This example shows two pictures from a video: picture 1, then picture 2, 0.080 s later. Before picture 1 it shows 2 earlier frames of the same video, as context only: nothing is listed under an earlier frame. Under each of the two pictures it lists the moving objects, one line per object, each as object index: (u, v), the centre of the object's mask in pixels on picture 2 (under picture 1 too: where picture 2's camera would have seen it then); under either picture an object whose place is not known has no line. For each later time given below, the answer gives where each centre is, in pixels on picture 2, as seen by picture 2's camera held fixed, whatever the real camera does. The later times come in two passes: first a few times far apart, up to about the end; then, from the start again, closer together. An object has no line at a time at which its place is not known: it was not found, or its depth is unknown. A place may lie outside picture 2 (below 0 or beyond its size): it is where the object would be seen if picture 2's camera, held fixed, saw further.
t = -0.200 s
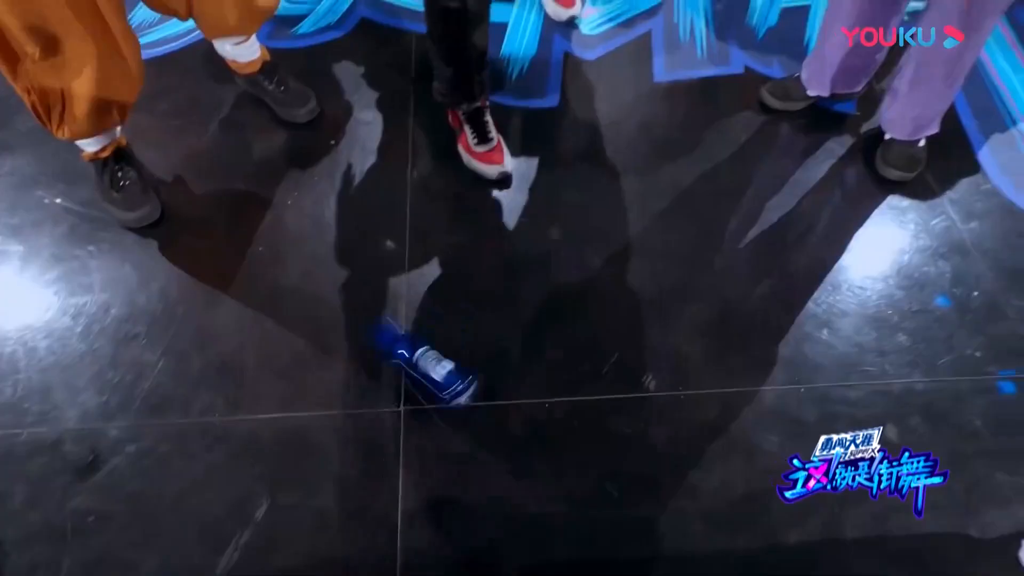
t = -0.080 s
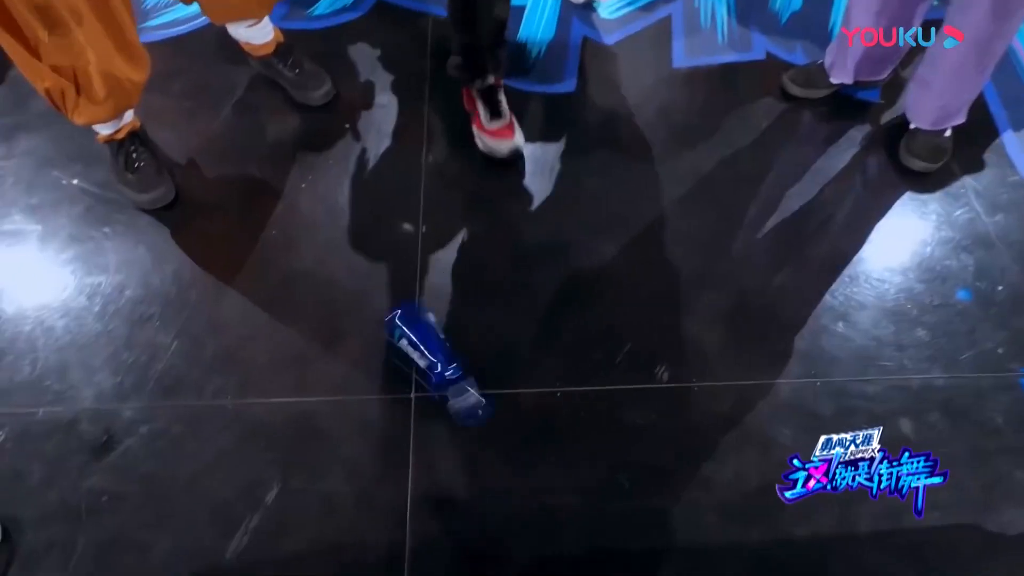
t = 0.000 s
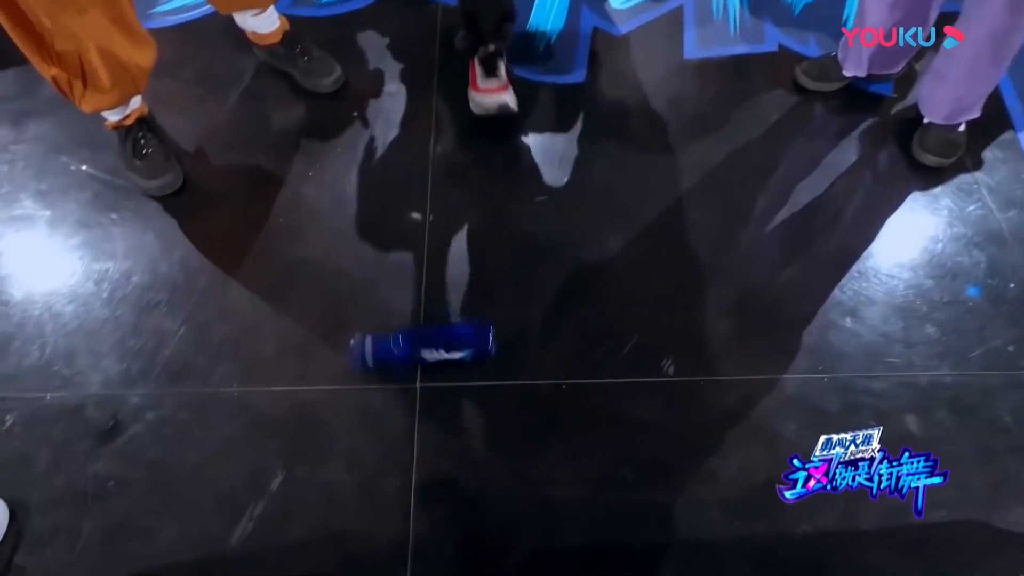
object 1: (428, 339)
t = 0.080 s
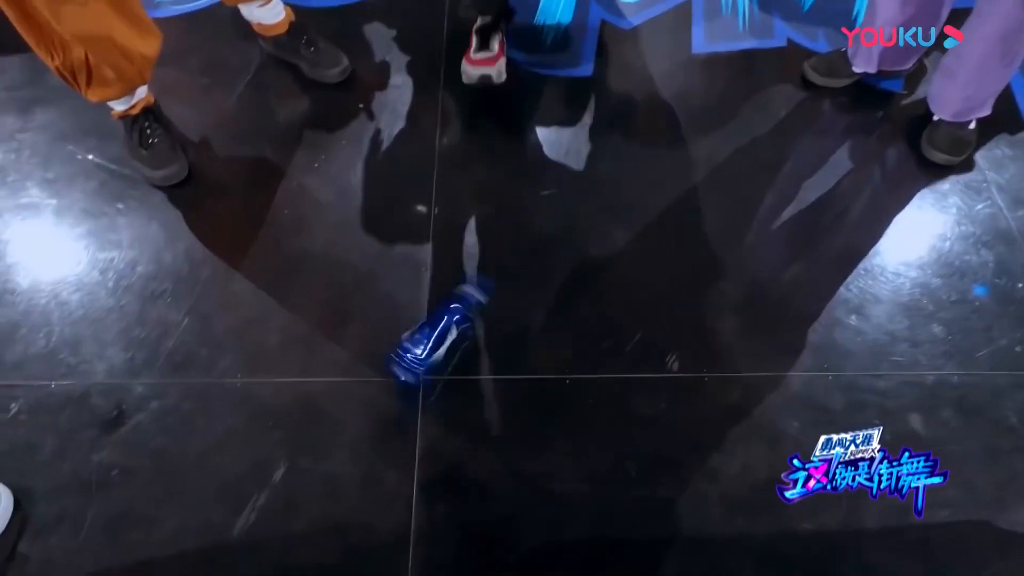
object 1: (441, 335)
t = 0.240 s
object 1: (423, 332)
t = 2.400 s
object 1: (474, 332)
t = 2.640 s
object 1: (486, 322)
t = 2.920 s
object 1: (476, 319)
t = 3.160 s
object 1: (468, 327)
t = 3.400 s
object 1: (484, 322)
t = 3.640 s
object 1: (462, 325)
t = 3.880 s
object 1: (483, 317)
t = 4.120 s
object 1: (490, 339)
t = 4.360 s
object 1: (470, 371)
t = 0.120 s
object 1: (441, 333)
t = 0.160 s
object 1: (437, 339)
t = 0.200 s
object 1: (432, 343)
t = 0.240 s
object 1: (423, 332)
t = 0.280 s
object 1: (433, 331)
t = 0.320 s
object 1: (437, 333)
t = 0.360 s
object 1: (443, 325)
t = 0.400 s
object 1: (438, 333)
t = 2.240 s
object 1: (476, 318)
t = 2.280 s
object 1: (480, 320)
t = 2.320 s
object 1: (483, 323)
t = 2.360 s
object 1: (478, 330)
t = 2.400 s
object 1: (474, 332)
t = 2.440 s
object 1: (468, 327)
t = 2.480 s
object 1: (464, 322)
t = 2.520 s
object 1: (468, 324)
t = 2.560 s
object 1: (474, 317)
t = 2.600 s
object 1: (482, 322)
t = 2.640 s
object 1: (486, 322)
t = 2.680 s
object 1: (481, 328)
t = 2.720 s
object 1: (474, 327)
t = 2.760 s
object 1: (474, 332)
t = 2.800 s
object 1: (467, 330)
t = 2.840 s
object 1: (467, 321)
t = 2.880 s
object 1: (470, 321)
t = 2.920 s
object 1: (476, 319)
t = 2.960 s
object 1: (481, 320)
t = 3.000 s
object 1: (482, 323)
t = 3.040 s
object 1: (483, 328)
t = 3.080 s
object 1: (475, 333)
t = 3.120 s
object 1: (470, 334)
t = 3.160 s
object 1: (468, 327)
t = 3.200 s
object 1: (465, 322)
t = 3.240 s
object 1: (468, 323)
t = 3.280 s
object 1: (473, 316)
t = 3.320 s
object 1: (479, 317)
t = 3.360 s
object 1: (484, 319)
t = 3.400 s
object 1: (484, 322)
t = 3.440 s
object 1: (484, 327)
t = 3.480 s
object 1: (478, 335)
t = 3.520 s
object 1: (473, 315)
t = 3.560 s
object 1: (468, 336)
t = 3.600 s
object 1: (466, 329)
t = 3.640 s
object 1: (462, 325)
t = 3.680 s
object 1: (463, 320)
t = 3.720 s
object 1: (462, 318)
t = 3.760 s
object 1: (470, 317)
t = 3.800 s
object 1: (474, 317)
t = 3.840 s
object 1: (478, 316)
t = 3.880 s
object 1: (483, 317)
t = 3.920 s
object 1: (491, 318)
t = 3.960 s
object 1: (492, 320)
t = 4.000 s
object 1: (496, 325)
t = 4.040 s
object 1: (494, 329)
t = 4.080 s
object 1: (492, 334)
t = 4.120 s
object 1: (490, 339)
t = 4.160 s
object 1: (489, 344)
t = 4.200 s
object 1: (486, 350)
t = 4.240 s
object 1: (483, 355)
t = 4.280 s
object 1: (479, 361)
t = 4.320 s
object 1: (474, 365)
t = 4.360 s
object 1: (470, 371)
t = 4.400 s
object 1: (464, 375)
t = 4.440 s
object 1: (459, 381)
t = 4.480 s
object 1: (454, 386)
